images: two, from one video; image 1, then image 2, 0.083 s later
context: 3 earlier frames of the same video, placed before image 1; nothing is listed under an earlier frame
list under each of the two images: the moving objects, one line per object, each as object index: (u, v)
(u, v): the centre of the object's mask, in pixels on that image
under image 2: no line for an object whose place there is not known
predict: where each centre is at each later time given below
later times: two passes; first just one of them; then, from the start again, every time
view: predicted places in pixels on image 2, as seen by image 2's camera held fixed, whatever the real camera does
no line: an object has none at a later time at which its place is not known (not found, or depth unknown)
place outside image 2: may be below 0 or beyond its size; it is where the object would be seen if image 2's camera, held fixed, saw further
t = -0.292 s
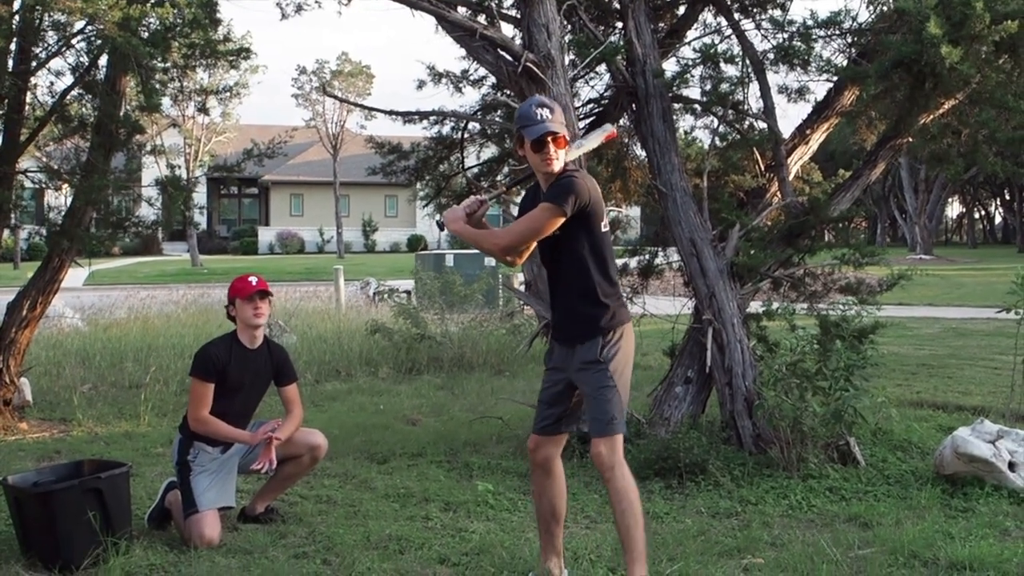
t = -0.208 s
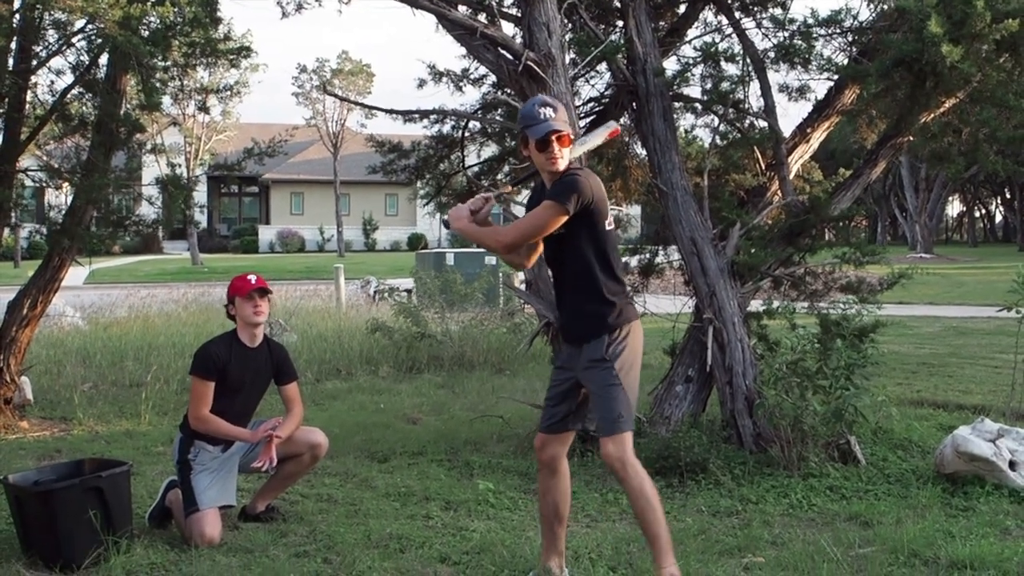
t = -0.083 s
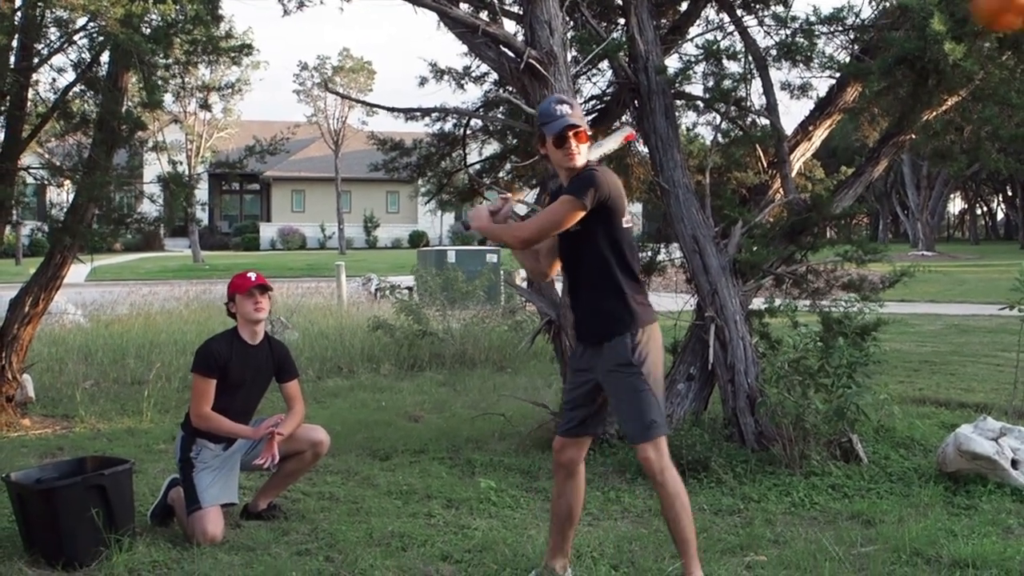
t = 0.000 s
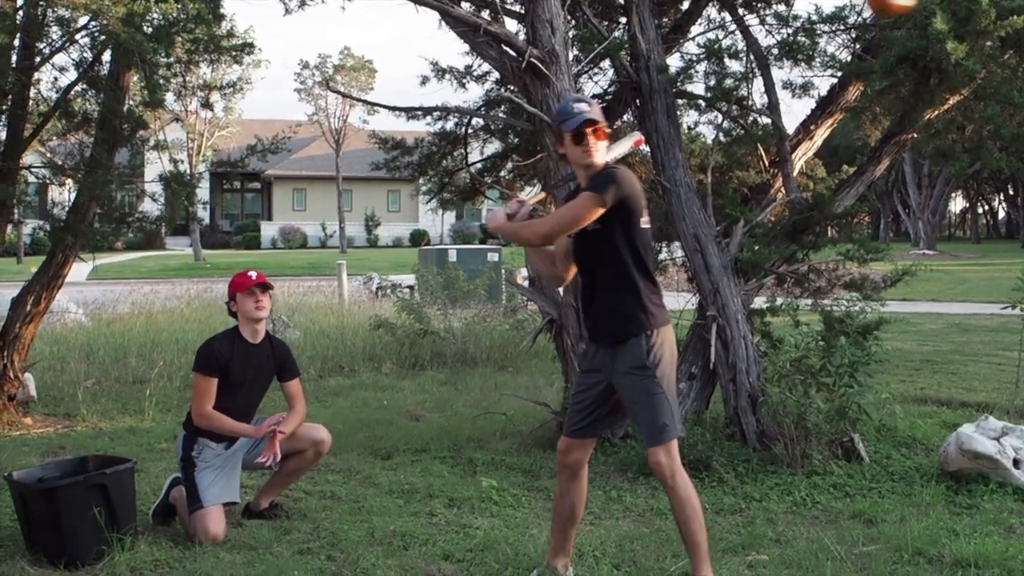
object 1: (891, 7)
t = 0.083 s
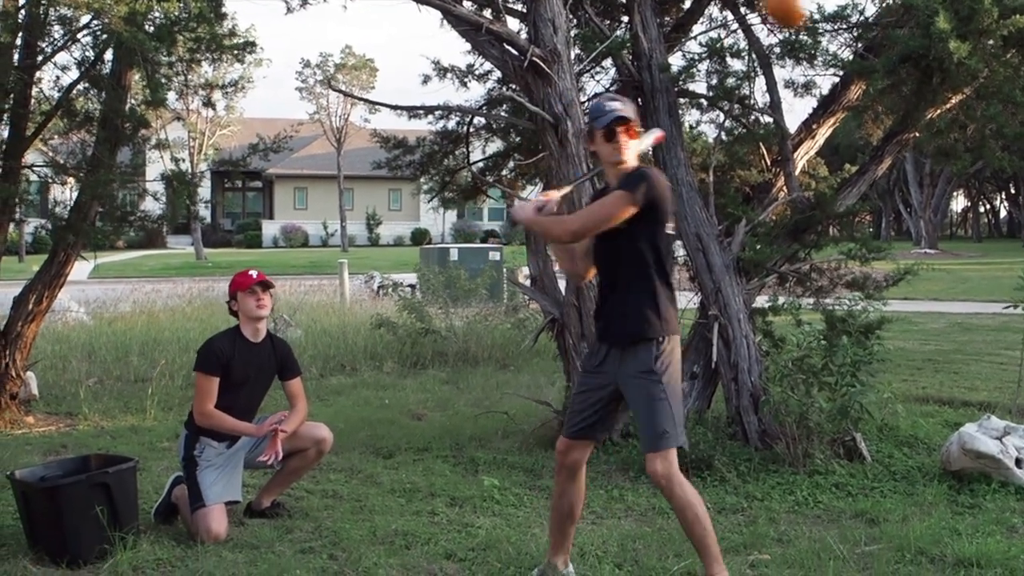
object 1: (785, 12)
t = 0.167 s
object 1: (701, 47)
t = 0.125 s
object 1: (751, 20)
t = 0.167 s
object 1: (701, 47)
